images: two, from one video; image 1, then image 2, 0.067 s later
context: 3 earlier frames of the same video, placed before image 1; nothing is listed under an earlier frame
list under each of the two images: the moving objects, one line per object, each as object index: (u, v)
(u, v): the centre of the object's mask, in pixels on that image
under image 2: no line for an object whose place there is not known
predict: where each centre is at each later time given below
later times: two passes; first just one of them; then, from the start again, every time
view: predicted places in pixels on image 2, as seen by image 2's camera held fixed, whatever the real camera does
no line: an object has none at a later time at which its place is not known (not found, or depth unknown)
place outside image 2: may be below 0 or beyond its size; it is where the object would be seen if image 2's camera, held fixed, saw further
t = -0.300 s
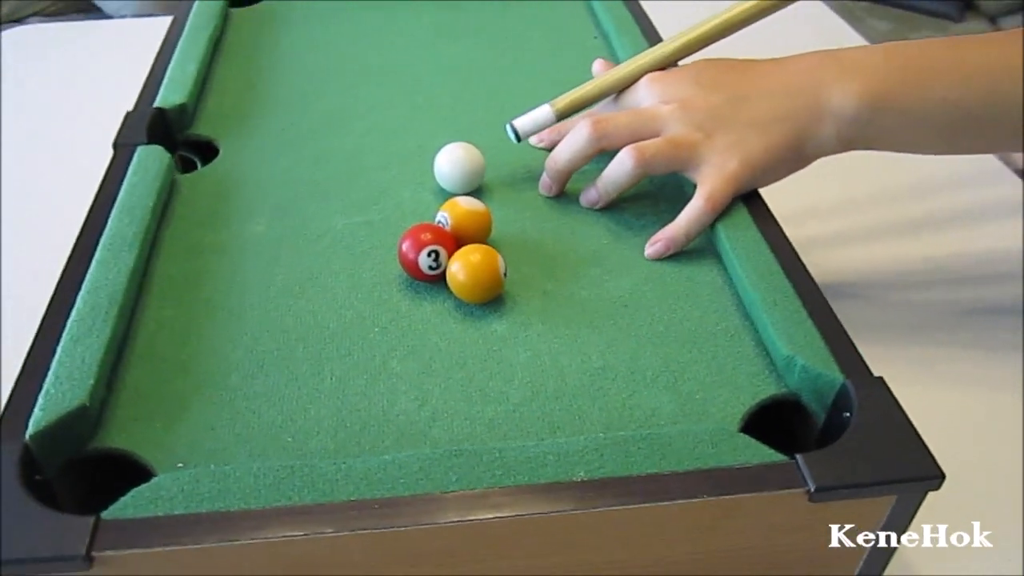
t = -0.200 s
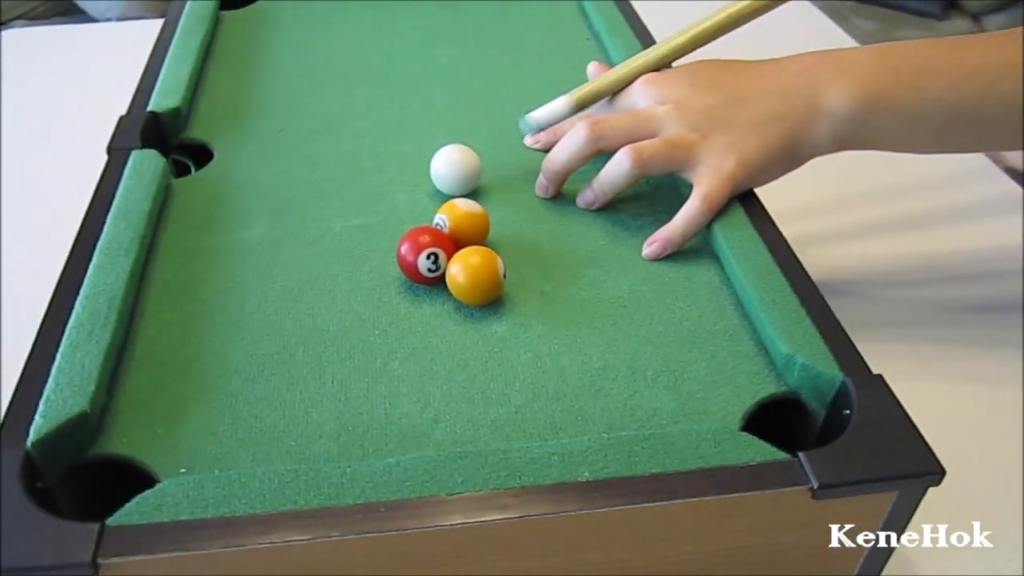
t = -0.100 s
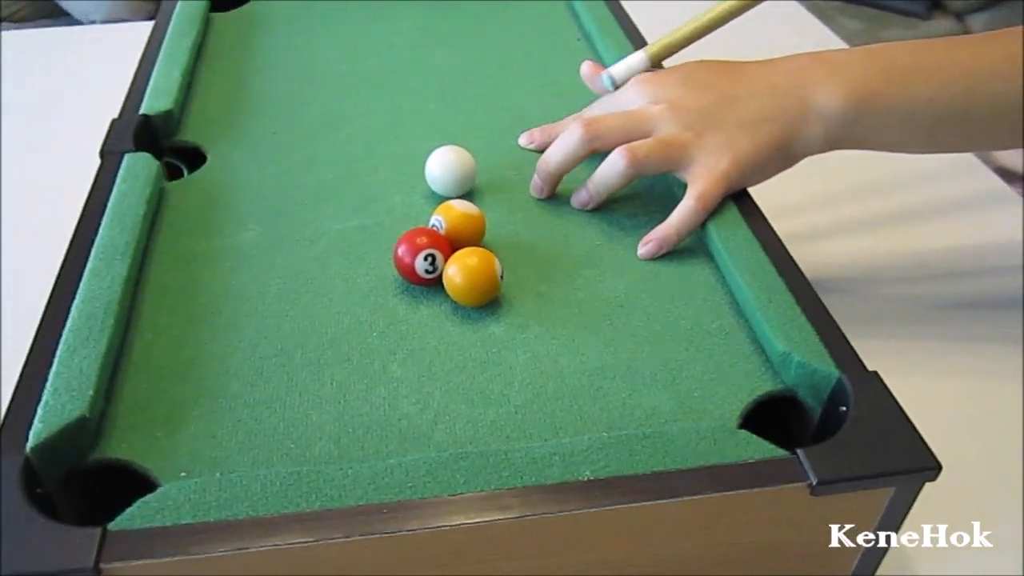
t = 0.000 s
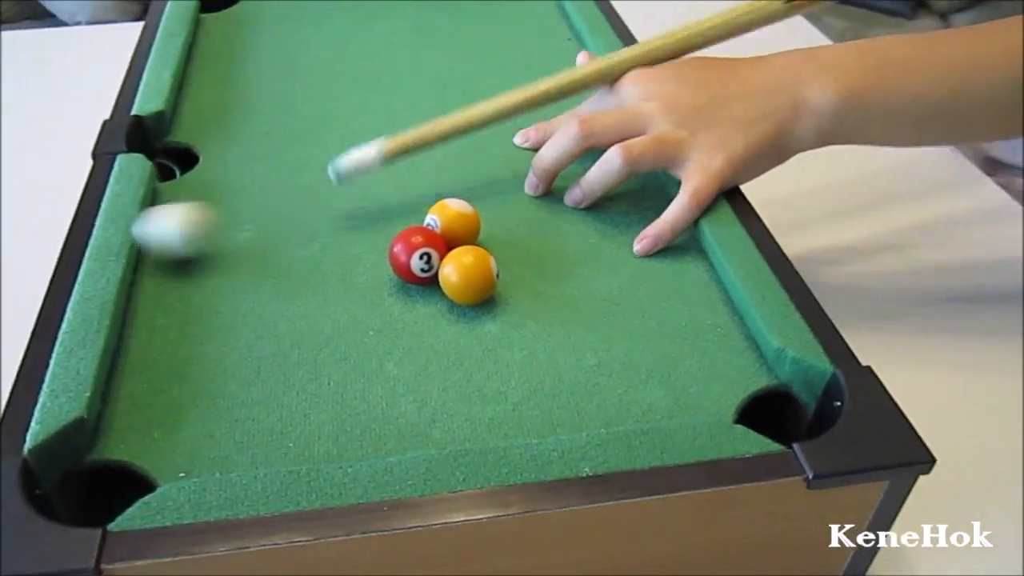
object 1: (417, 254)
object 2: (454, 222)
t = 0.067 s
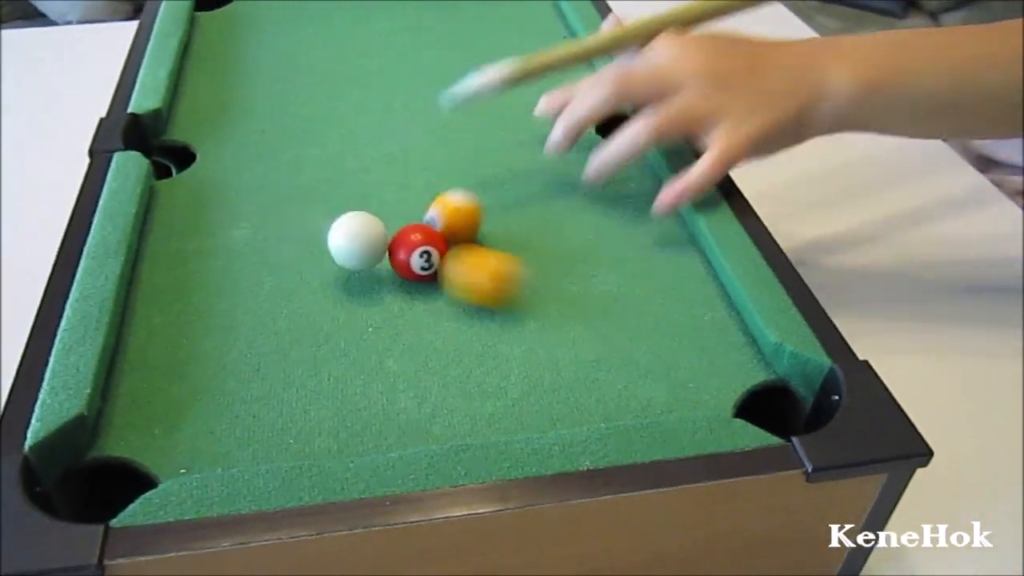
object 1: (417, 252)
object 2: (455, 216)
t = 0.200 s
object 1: (431, 260)
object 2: (503, 176)
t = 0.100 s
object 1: (421, 254)
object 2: (469, 205)
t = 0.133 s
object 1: (424, 256)
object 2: (481, 195)
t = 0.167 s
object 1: (428, 258)
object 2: (492, 185)
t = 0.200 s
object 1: (431, 260)
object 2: (503, 176)
